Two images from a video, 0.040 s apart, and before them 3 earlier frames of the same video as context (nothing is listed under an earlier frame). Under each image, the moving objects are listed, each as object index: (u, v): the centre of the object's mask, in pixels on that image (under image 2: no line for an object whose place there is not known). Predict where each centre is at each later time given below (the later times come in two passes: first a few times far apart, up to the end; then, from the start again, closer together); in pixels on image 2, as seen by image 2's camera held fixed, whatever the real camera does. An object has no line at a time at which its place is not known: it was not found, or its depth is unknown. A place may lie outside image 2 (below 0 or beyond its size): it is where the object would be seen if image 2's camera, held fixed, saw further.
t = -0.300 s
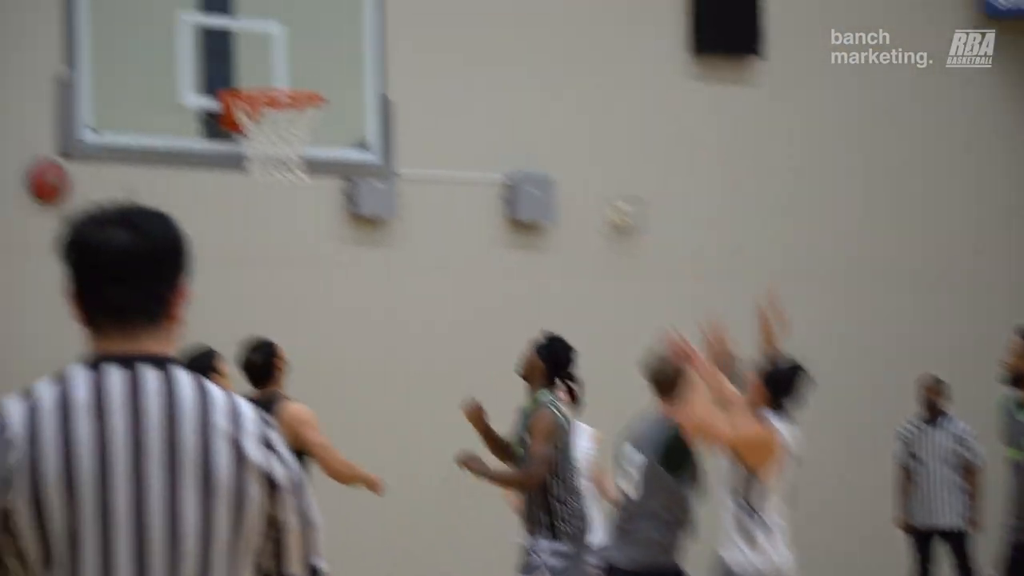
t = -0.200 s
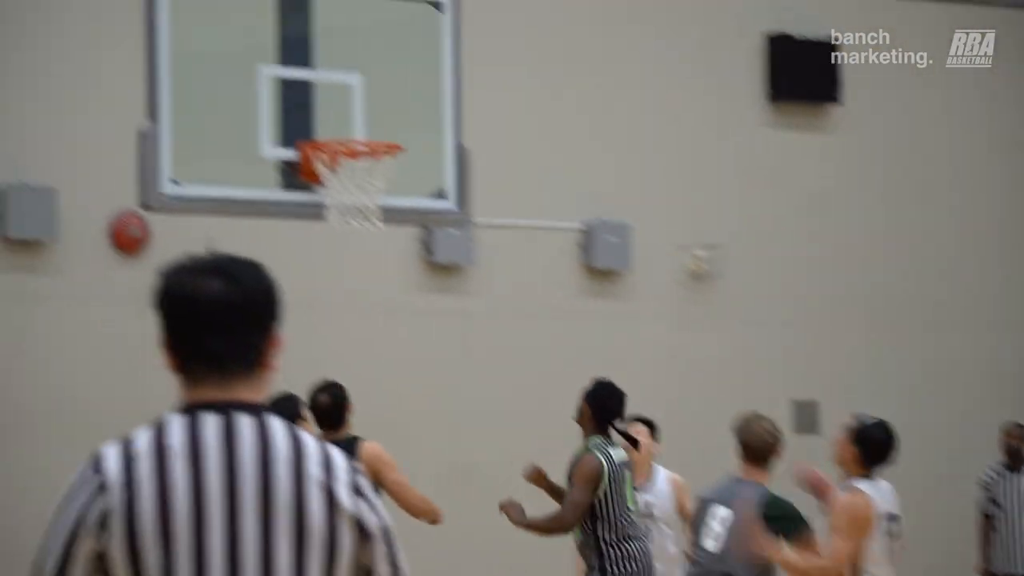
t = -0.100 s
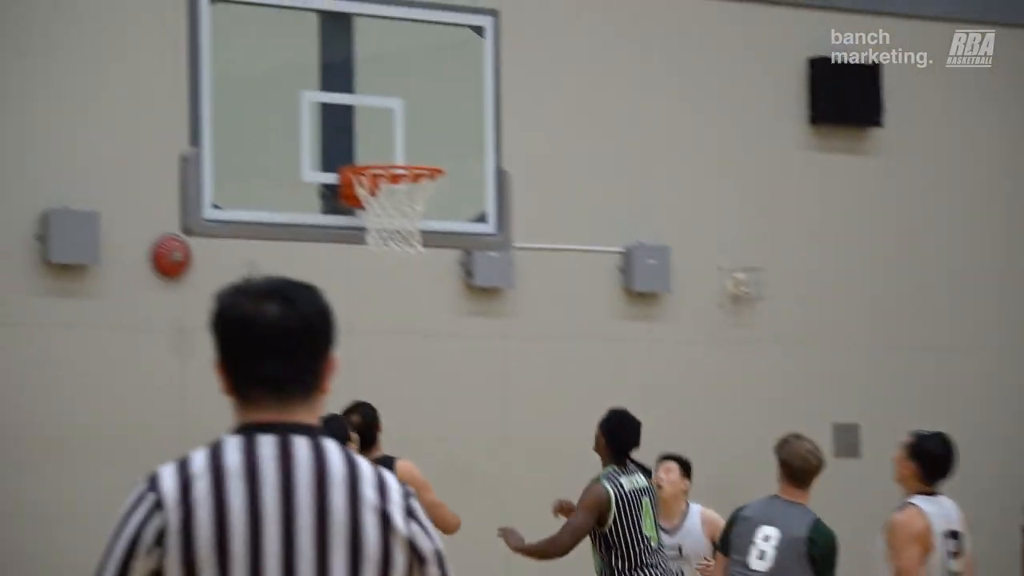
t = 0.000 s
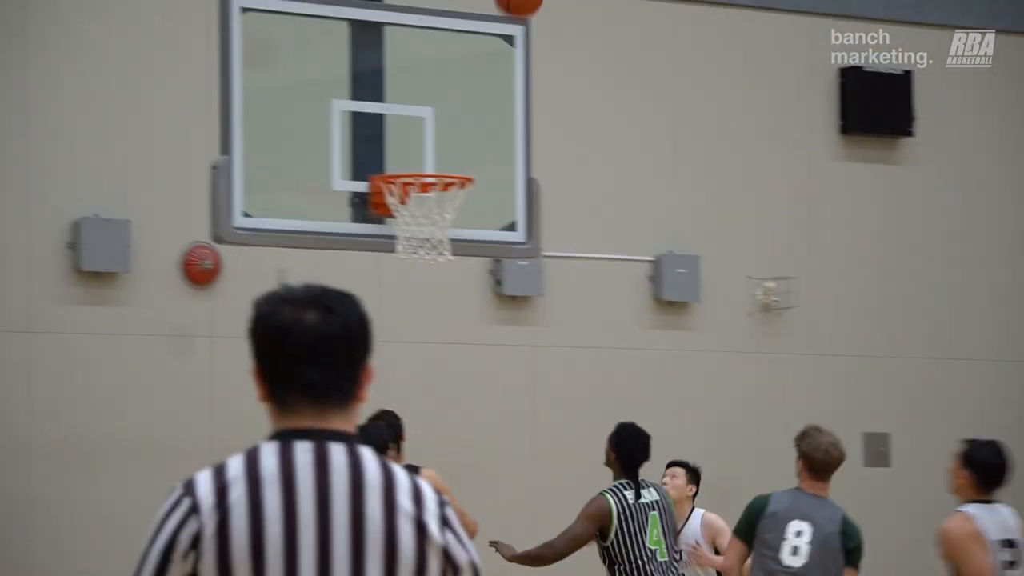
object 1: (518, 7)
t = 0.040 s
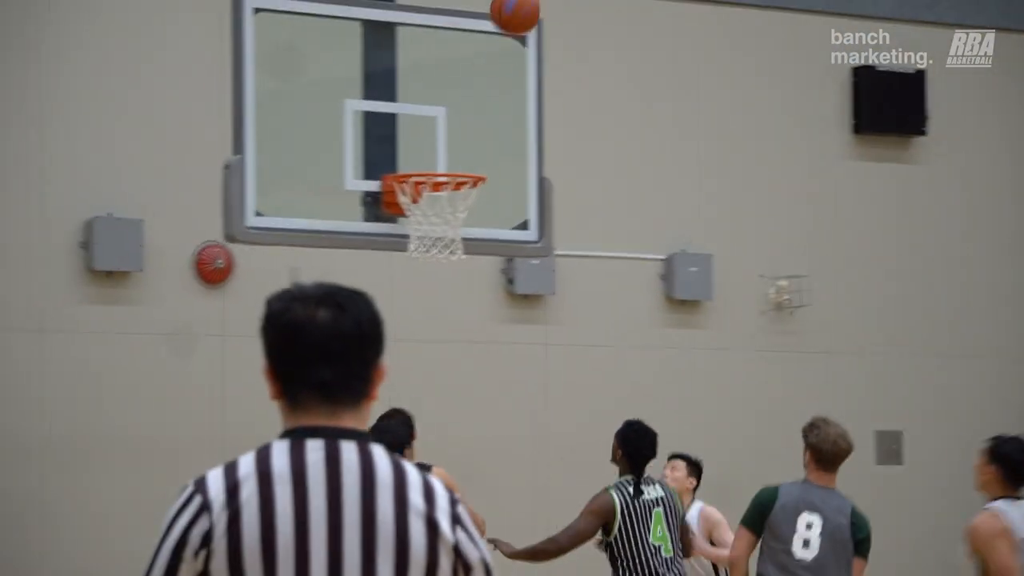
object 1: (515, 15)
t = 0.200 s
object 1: (457, 107)
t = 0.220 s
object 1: (450, 123)
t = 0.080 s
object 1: (500, 31)
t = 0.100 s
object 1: (492, 43)
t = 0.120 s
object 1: (485, 54)
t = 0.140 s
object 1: (478, 65)
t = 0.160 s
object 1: (471, 78)
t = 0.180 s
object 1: (463, 93)
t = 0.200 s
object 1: (457, 107)
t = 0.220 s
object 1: (450, 123)
